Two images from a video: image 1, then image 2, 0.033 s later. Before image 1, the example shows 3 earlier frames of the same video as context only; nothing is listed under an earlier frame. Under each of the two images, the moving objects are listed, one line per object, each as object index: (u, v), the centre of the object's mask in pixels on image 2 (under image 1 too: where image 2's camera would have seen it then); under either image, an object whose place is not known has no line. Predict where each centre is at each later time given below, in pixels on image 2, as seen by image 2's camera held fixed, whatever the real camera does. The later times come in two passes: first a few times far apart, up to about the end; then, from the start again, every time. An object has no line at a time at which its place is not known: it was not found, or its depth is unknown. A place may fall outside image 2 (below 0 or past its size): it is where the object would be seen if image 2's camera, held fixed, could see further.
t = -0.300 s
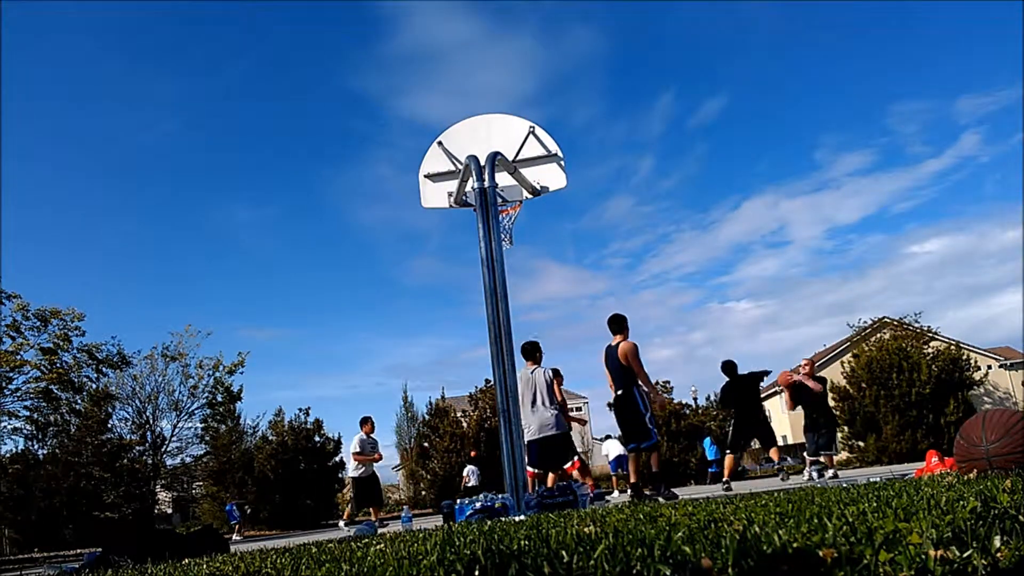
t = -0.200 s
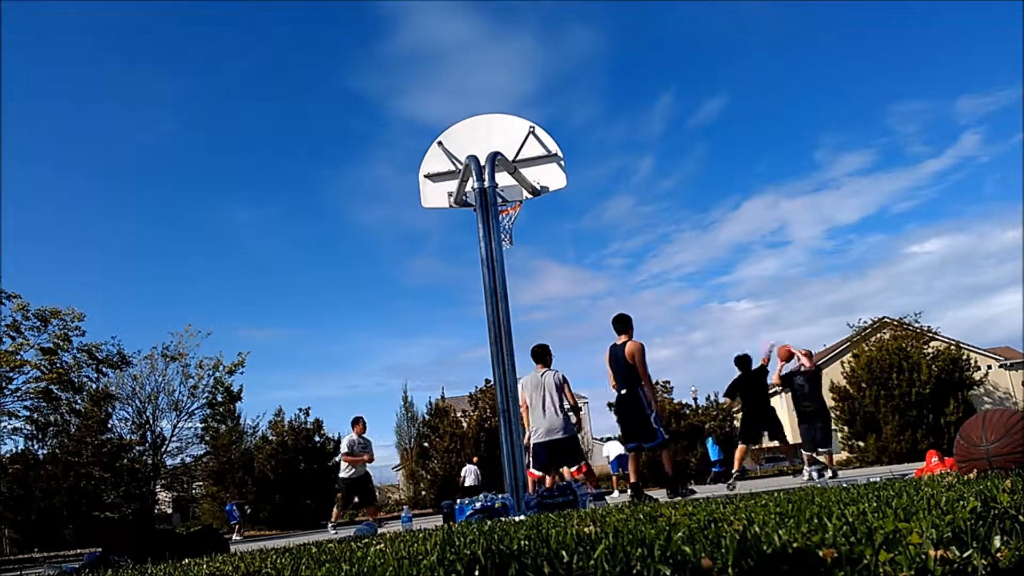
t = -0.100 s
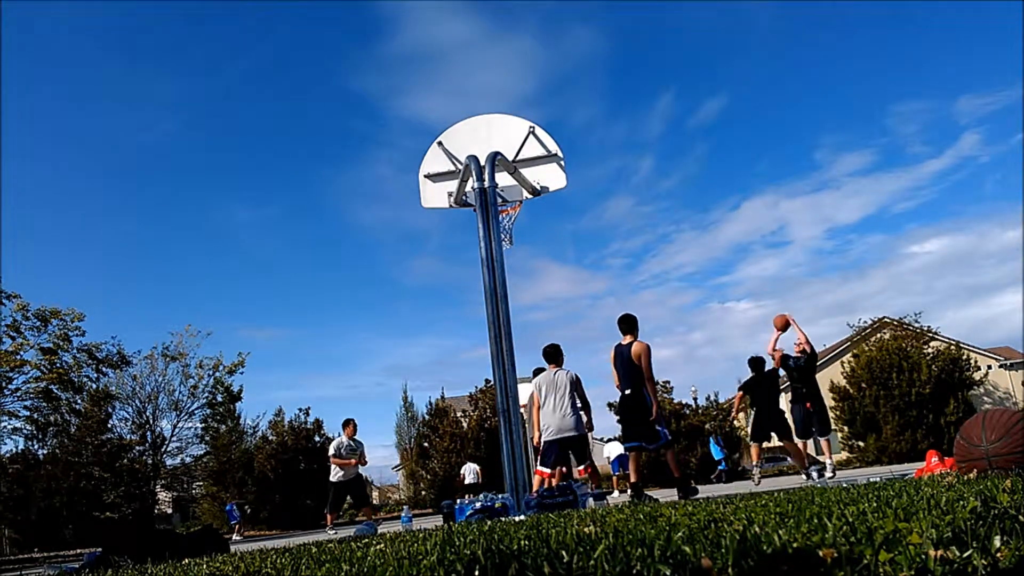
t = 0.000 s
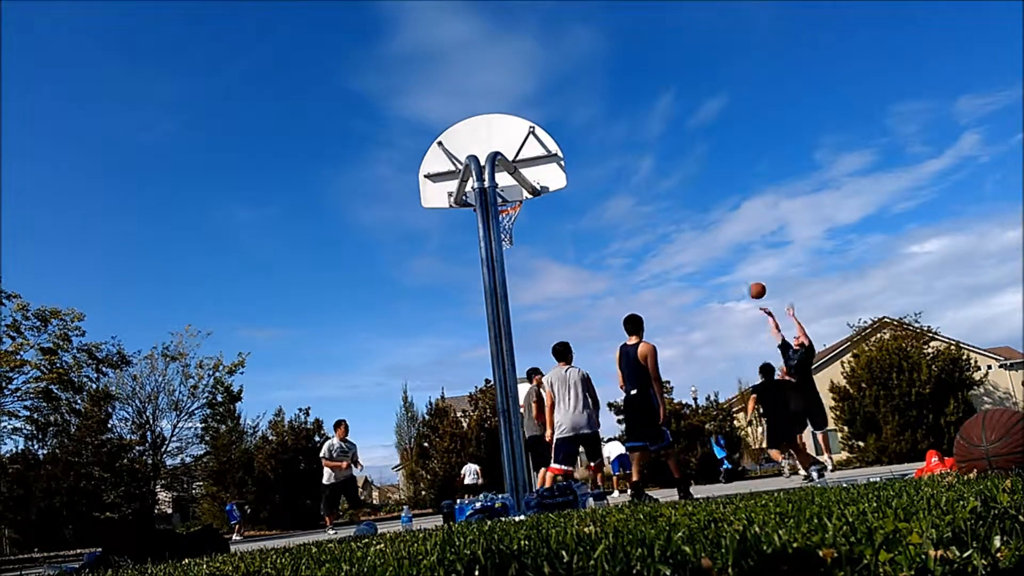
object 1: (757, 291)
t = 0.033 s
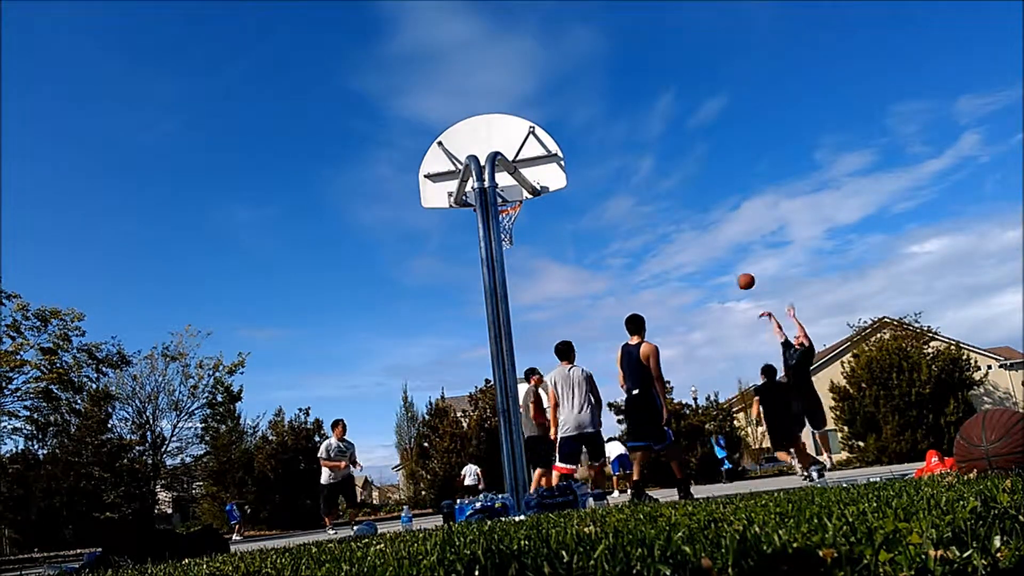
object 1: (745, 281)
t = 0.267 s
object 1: (672, 236)
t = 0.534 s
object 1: (593, 229)
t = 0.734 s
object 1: (536, 256)
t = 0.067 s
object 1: (734, 273)
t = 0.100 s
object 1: (724, 265)
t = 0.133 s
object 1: (713, 258)
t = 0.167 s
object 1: (703, 252)
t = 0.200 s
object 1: (692, 246)
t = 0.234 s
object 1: (682, 240)
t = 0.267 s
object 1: (672, 236)
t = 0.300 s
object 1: (662, 233)
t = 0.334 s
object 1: (652, 230)
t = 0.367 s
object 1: (642, 228)
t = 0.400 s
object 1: (632, 226)
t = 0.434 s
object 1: (622, 226)
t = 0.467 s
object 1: (612, 226)
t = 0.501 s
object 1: (603, 227)
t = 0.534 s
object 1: (593, 229)
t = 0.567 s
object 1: (583, 231)
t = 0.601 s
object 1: (574, 234)
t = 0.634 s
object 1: (564, 238)
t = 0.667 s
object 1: (555, 243)
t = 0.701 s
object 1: (546, 249)
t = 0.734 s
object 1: (536, 256)
